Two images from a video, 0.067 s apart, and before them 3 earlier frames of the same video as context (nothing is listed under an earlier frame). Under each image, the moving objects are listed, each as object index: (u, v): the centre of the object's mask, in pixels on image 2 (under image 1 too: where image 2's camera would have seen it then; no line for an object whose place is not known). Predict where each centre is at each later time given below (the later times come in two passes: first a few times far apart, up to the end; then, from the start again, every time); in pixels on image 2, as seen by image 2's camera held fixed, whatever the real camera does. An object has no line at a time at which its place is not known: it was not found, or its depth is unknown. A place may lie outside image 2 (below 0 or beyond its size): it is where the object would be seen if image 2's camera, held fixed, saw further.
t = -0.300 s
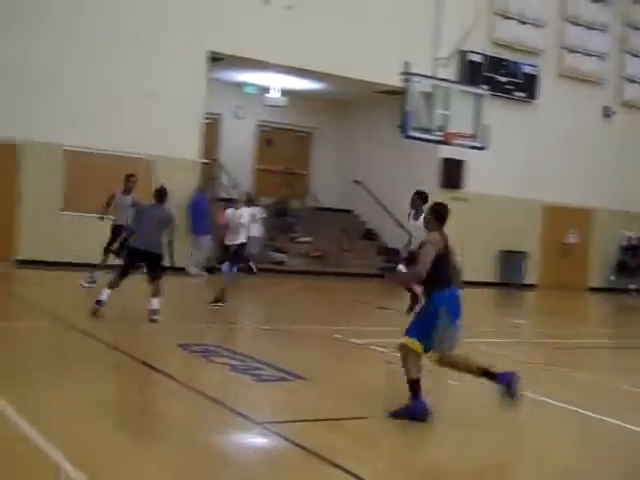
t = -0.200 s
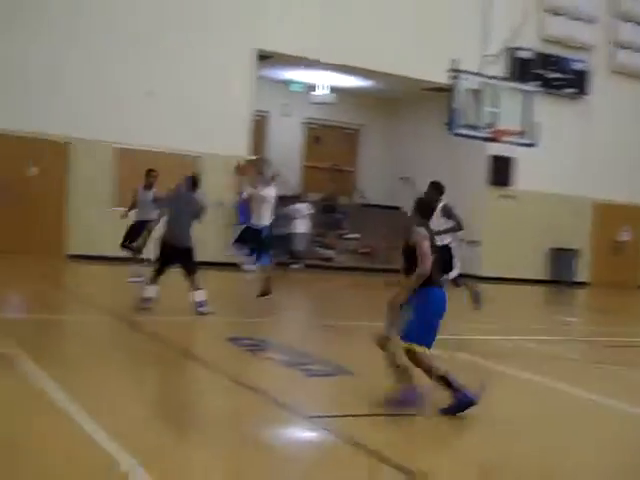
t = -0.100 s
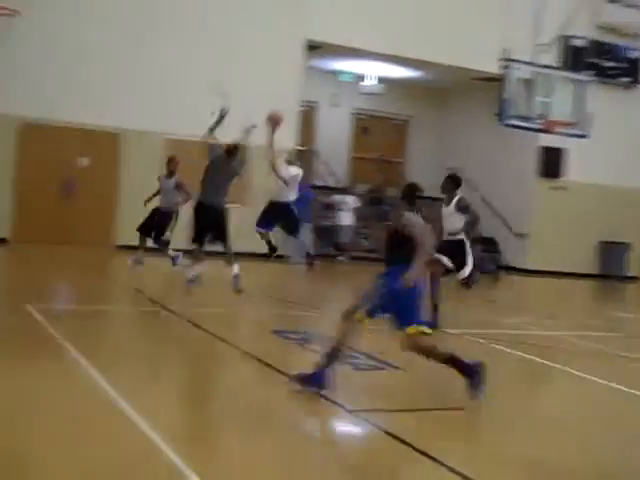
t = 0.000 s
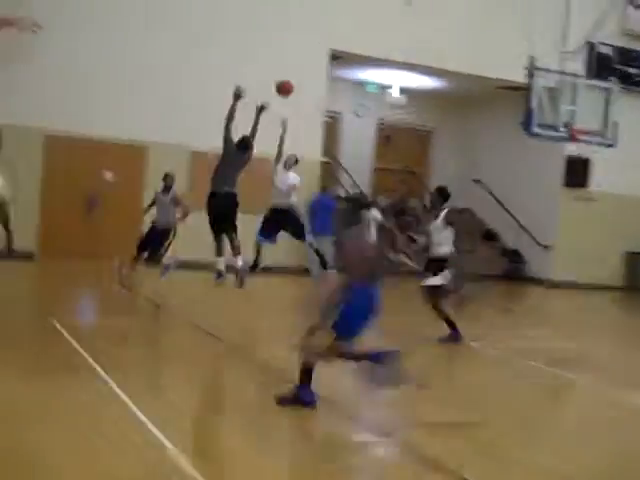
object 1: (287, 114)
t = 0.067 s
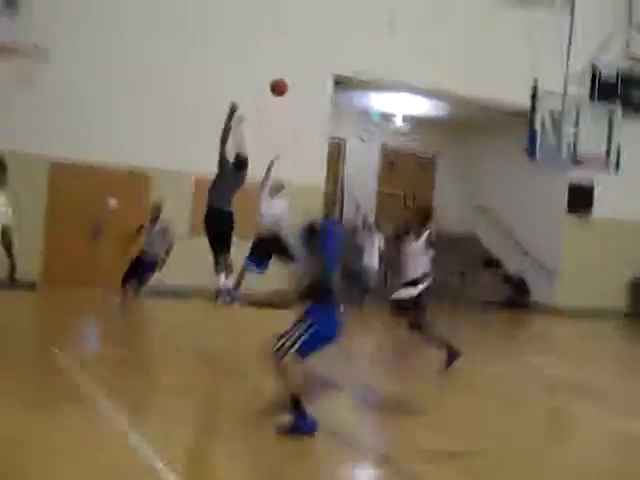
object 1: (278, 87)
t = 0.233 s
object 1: (248, 33)
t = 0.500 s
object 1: (192, -18)
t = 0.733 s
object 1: (131, -15)
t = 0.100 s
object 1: (273, 75)
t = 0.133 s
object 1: (266, 62)
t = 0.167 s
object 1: (260, 51)
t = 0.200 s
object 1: (254, 41)
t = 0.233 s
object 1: (248, 33)
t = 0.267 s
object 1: (242, 24)
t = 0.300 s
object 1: (236, 15)
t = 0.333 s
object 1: (230, 7)
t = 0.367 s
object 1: (222, 1)
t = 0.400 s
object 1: (215, -4)
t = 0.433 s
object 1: (208, -10)
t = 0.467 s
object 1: (200, -15)
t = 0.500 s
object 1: (192, -18)
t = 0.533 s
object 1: (185, -21)
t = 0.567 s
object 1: (176, -22)
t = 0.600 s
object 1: (167, -24)
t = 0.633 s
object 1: (157, -23)
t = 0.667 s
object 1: (148, -22)
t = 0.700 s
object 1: (140, -19)
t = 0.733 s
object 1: (131, -15)
